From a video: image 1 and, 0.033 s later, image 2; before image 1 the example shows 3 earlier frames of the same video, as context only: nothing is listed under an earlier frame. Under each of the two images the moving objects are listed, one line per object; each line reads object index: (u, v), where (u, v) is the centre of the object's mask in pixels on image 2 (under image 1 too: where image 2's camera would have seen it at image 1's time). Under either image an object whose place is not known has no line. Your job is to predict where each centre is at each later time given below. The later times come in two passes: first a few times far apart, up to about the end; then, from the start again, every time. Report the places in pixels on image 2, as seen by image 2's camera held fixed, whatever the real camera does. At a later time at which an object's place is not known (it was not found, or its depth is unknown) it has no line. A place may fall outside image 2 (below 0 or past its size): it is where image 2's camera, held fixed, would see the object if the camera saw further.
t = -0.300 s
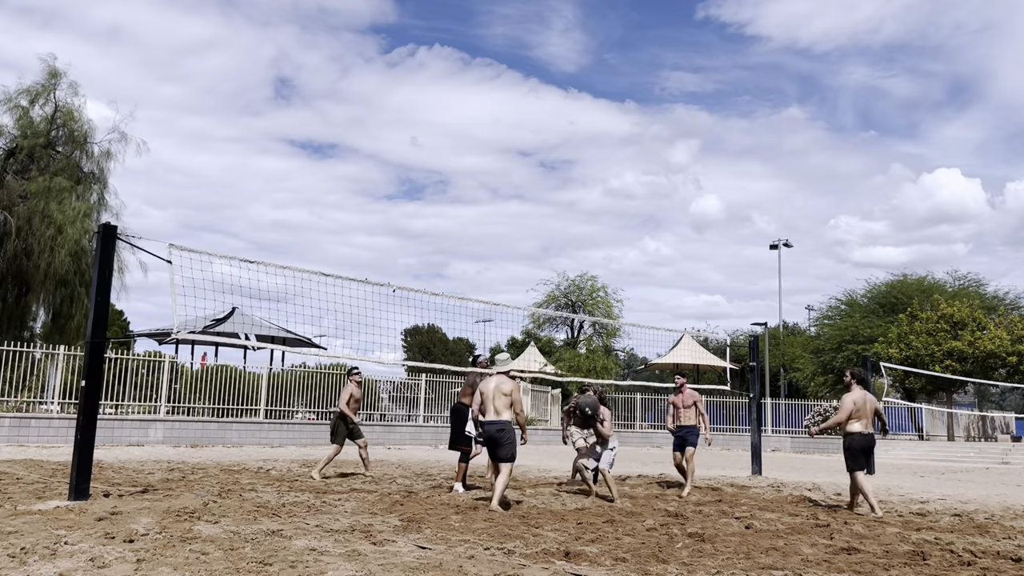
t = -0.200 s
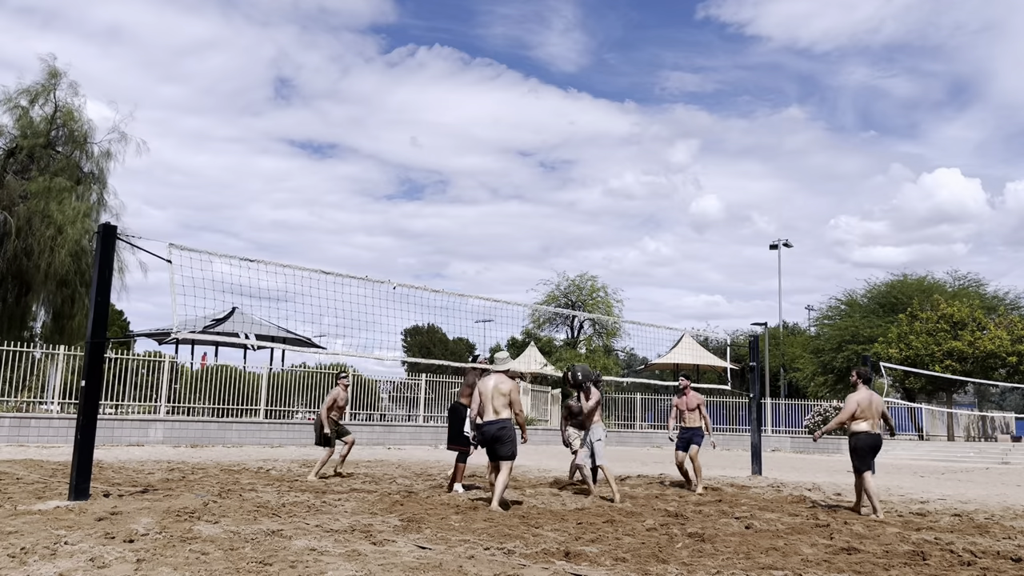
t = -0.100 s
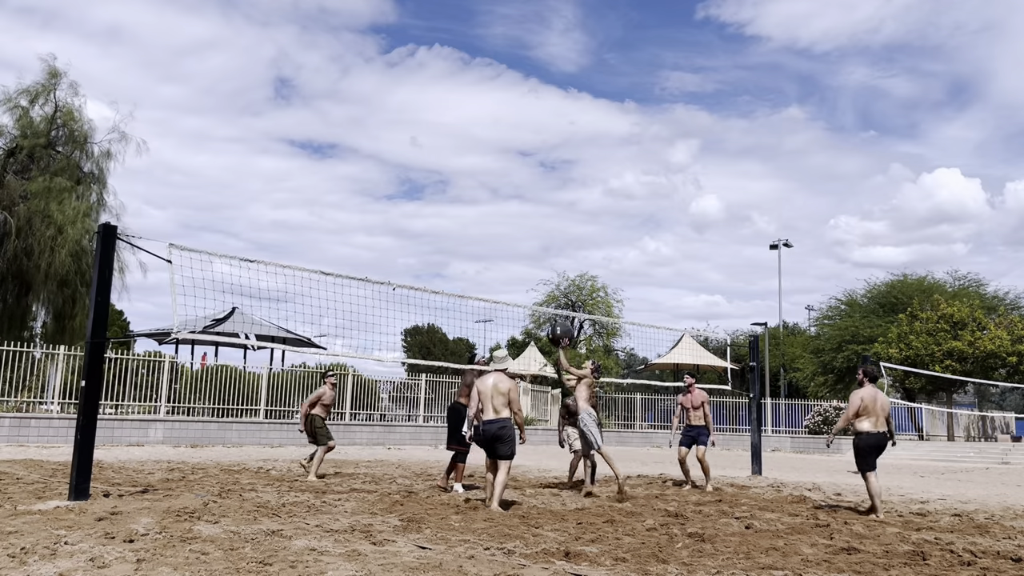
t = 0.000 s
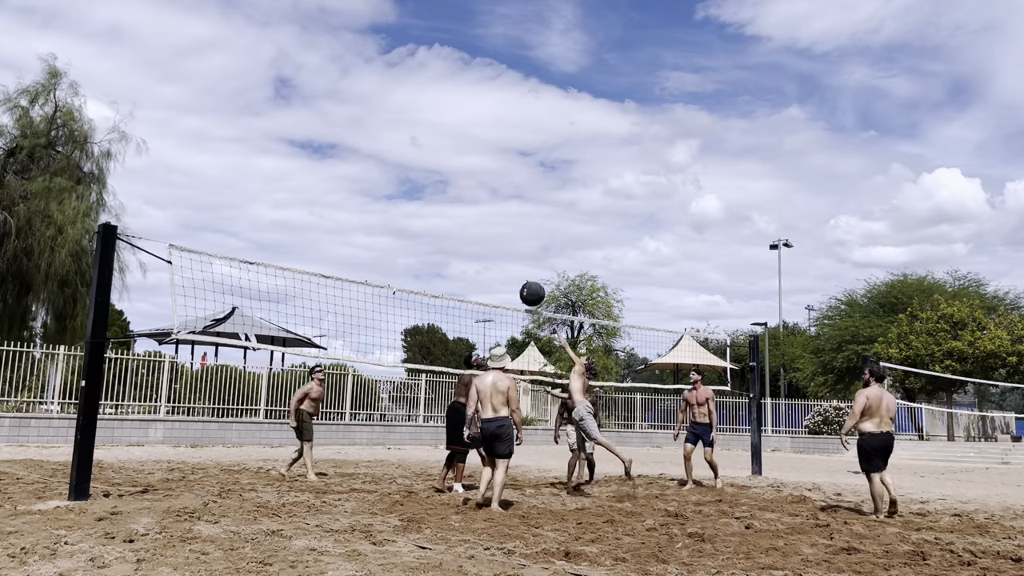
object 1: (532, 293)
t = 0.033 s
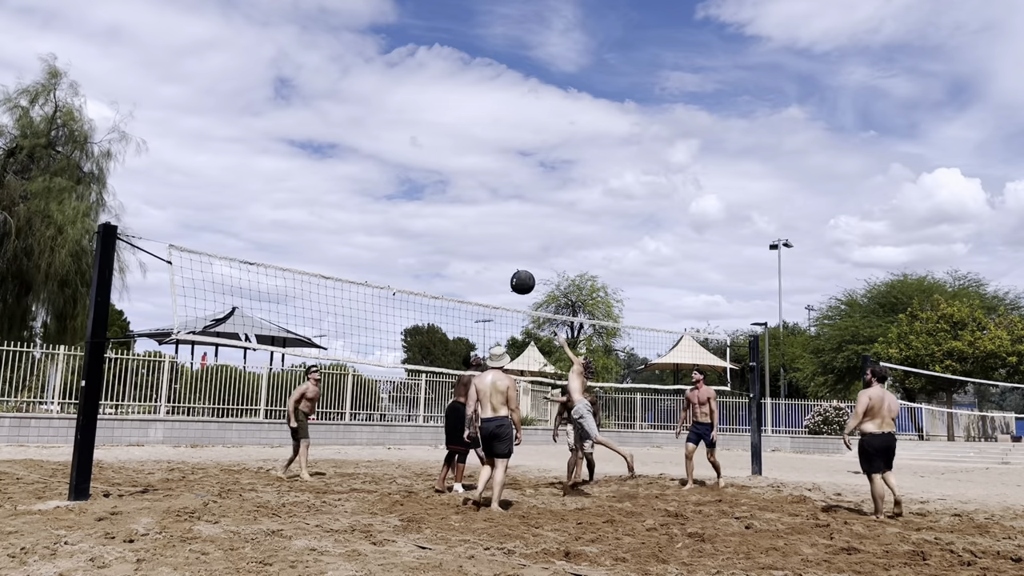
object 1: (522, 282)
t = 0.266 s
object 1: (462, 230)
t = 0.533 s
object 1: (401, 219)
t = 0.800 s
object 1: (346, 251)
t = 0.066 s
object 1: (513, 272)
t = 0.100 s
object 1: (504, 263)
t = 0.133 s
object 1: (495, 254)
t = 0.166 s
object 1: (487, 247)
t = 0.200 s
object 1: (479, 240)
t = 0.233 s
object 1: (470, 235)
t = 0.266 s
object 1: (462, 230)
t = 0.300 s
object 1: (454, 226)
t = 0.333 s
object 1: (446, 223)
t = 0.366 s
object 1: (438, 220)
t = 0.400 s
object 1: (431, 219)
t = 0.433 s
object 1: (423, 218)
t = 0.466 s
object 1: (416, 217)
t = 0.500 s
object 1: (408, 218)
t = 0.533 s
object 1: (401, 219)
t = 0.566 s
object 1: (394, 221)
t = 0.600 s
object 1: (387, 223)
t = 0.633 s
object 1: (380, 226)
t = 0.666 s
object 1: (373, 230)
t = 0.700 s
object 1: (366, 235)
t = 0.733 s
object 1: (359, 239)
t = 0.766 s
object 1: (352, 245)
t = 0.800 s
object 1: (346, 251)
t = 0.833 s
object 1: (339, 258)
